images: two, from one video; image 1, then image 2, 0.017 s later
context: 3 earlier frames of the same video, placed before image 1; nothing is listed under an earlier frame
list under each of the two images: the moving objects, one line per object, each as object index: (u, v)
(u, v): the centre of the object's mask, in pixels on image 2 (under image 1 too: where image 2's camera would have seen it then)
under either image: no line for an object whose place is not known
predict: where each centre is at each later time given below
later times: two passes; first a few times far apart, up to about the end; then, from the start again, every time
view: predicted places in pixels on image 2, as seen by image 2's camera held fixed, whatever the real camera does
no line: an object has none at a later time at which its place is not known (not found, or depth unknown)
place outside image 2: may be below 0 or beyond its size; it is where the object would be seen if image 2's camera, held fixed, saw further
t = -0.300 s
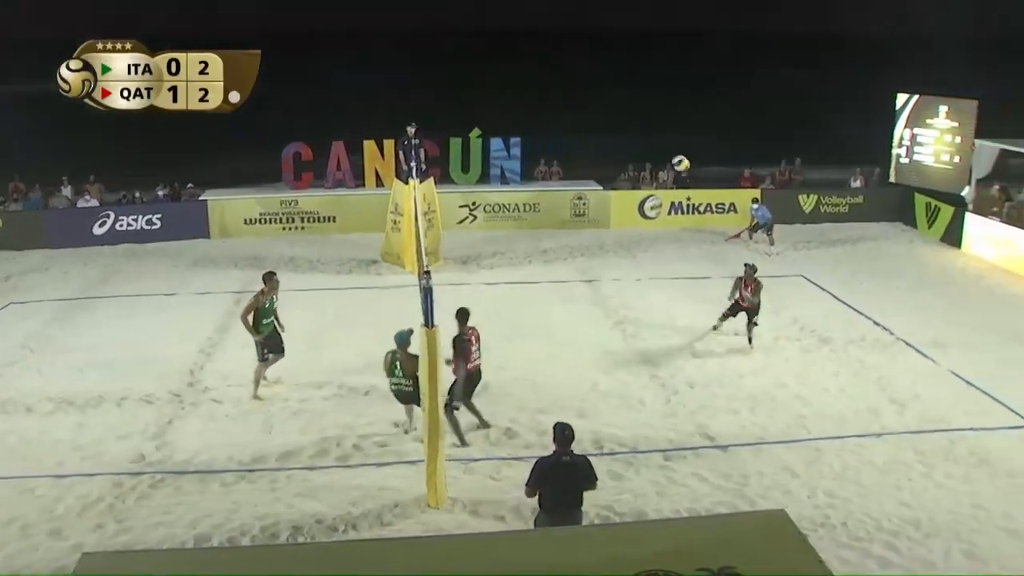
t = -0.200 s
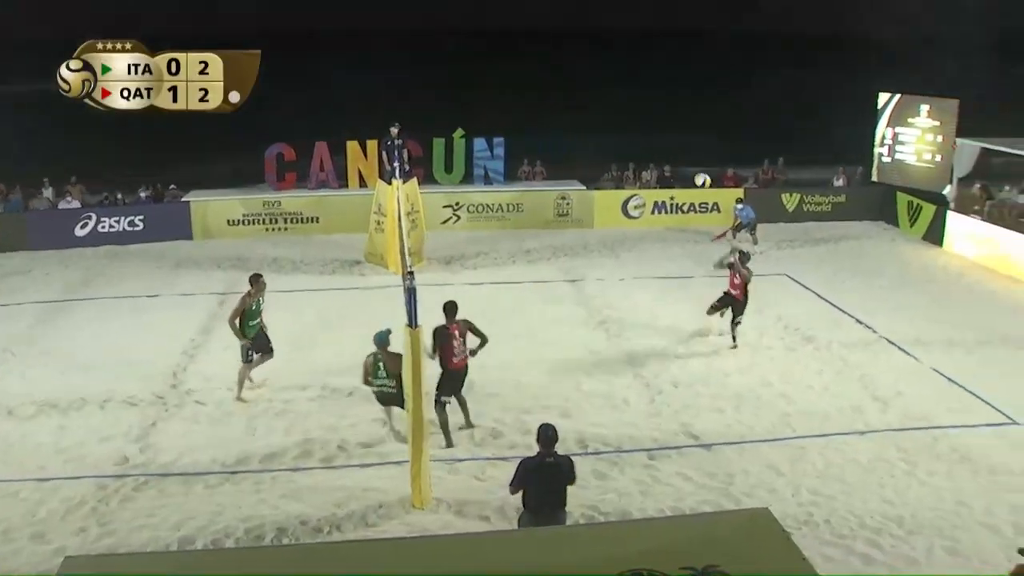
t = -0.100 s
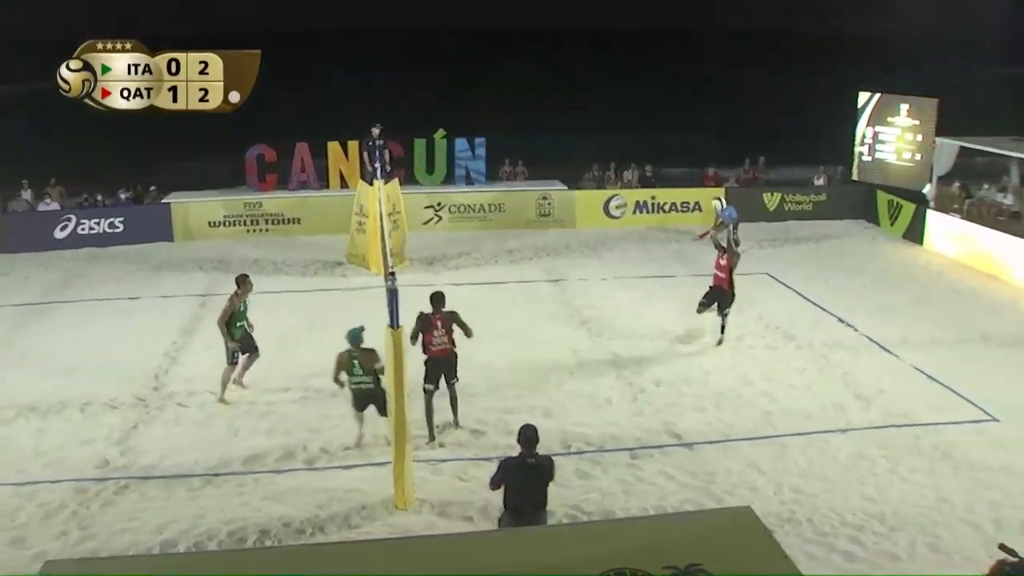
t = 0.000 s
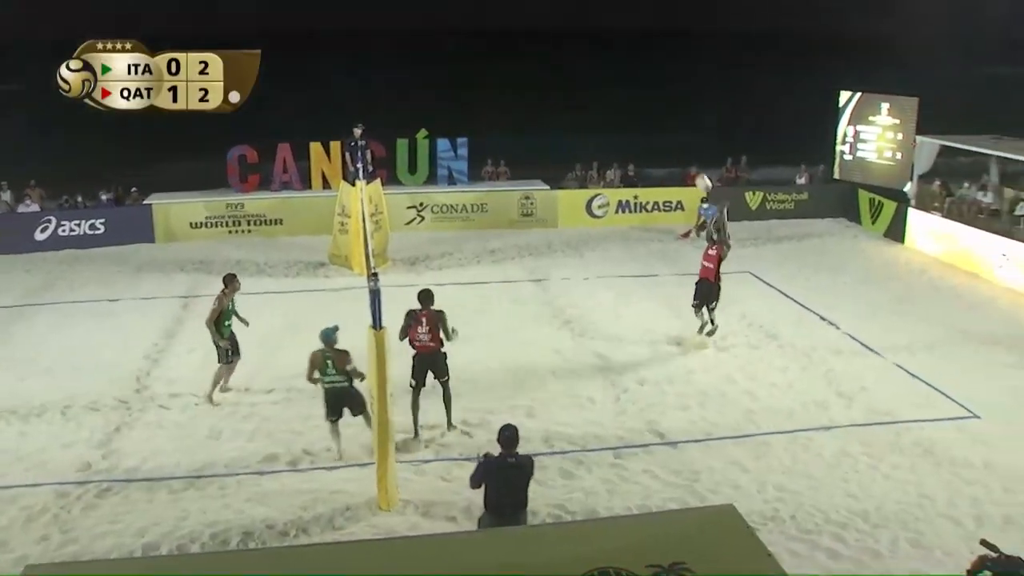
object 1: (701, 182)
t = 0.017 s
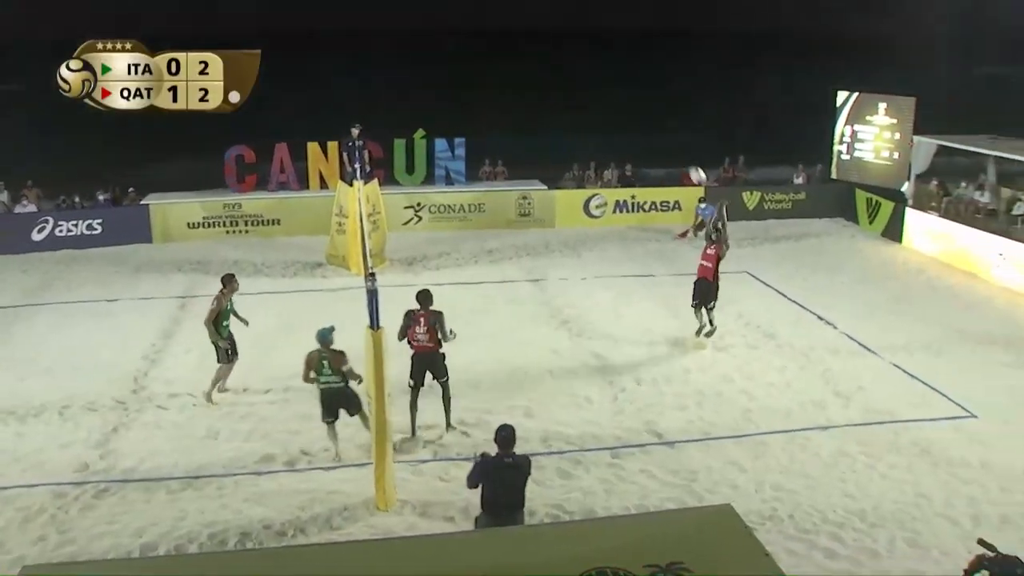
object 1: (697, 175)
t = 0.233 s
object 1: (656, 101)
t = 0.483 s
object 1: (612, 53)
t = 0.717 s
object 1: (571, 45)
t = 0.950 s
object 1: (532, 73)
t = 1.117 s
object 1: (504, 116)
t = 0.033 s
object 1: (694, 168)
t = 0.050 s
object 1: (691, 162)
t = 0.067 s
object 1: (687, 156)
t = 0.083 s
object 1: (684, 150)
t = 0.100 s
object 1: (681, 144)
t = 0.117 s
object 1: (678, 138)
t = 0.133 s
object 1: (675, 132)
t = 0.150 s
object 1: (672, 127)
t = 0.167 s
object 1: (669, 121)
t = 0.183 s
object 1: (665, 116)
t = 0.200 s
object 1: (662, 110)
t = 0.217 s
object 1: (659, 106)
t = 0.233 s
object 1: (656, 101)
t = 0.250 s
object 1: (652, 97)
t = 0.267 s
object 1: (649, 93)
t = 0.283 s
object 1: (646, 88)
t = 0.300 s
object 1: (643, 84)
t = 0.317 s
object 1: (641, 81)
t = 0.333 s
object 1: (638, 77)
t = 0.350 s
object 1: (635, 74)
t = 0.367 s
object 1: (631, 70)
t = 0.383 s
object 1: (628, 67)
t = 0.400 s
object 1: (625, 64)
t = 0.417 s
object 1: (623, 61)
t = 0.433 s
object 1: (620, 59)
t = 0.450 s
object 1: (617, 57)
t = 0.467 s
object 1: (614, 55)
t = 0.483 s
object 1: (612, 53)
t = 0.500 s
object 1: (609, 51)
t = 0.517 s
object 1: (606, 50)
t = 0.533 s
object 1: (603, 48)
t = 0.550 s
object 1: (600, 47)
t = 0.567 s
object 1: (597, 46)
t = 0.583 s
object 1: (595, 45)
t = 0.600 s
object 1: (591, 44)
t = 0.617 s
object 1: (588, 44)
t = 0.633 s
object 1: (585, 44)
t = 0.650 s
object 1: (582, 44)
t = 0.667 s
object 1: (580, 44)
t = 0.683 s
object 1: (577, 44)
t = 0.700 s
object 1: (574, 44)
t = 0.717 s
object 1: (571, 45)
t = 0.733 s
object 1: (568, 46)
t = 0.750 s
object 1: (566, 47)
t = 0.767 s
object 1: (563, 48)
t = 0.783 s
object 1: (560, 50)
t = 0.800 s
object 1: (557, 51)
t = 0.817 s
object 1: (554, 53)
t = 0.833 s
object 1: (552, 55)
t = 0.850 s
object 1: (548, 57)
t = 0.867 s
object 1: (546, 59)
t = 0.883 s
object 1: (543, 62)
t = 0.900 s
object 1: (540, 64)
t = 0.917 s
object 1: (537, 67)
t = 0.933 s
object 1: (534, 70)
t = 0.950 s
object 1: (532, 73)
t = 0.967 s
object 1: (529, 77)
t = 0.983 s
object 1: (526, 81)
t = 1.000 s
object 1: (524, 85)
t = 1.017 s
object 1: (521, 89)
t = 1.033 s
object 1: (518, 93)
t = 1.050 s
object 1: (515, 97)
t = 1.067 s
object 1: (512, 102)
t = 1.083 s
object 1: (510, 106)
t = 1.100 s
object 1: (507, 111)
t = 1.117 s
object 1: (504, 116)
